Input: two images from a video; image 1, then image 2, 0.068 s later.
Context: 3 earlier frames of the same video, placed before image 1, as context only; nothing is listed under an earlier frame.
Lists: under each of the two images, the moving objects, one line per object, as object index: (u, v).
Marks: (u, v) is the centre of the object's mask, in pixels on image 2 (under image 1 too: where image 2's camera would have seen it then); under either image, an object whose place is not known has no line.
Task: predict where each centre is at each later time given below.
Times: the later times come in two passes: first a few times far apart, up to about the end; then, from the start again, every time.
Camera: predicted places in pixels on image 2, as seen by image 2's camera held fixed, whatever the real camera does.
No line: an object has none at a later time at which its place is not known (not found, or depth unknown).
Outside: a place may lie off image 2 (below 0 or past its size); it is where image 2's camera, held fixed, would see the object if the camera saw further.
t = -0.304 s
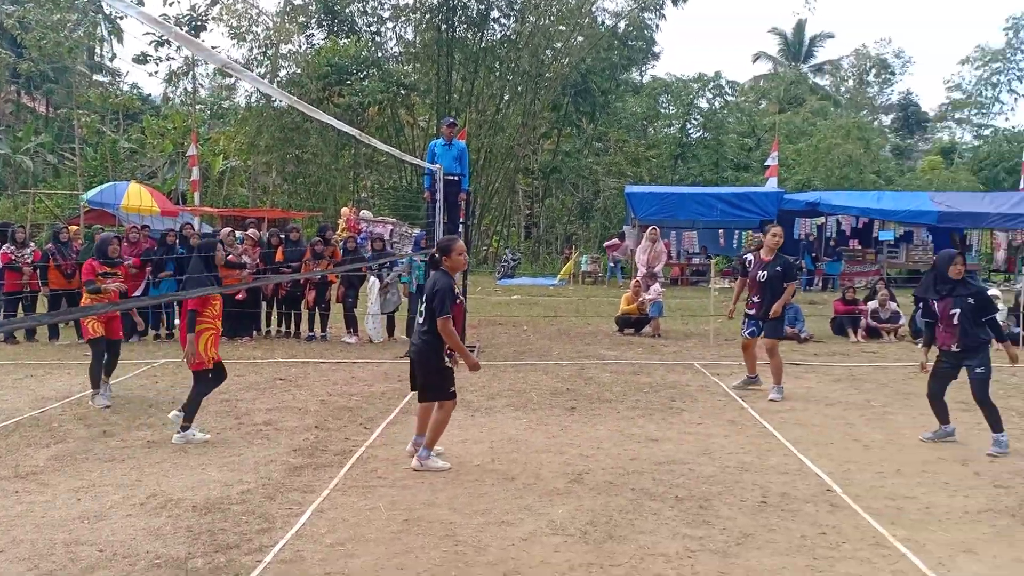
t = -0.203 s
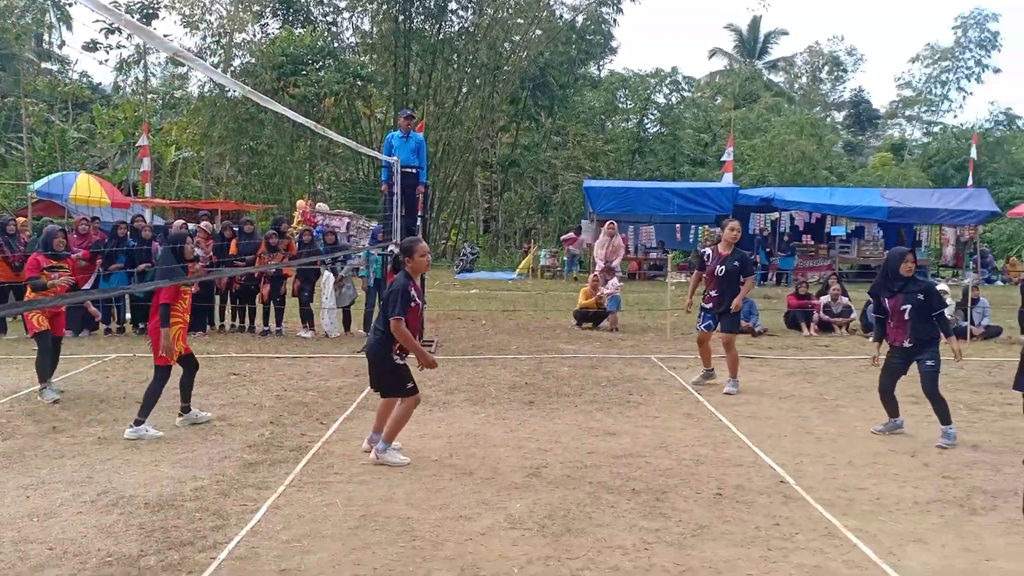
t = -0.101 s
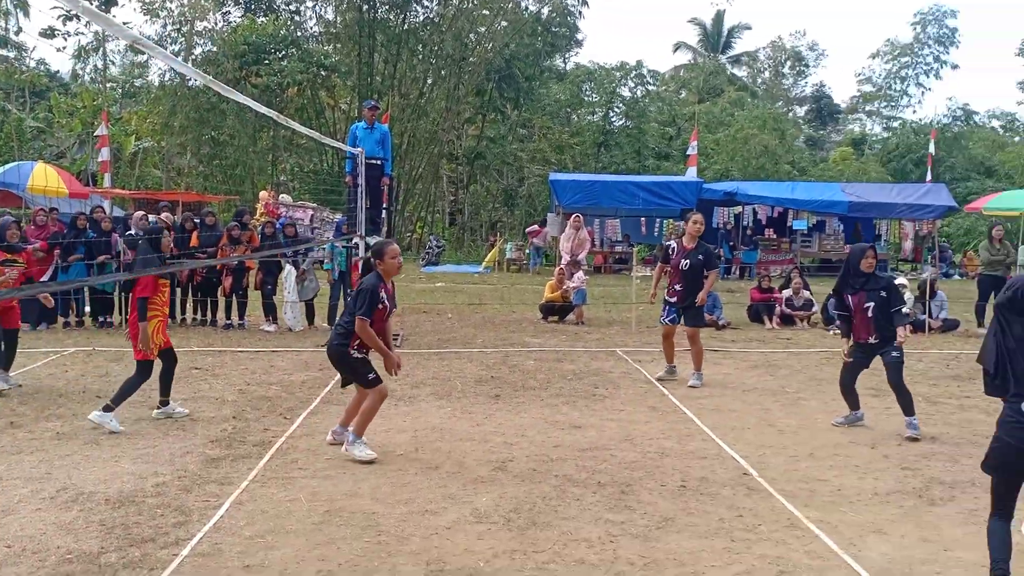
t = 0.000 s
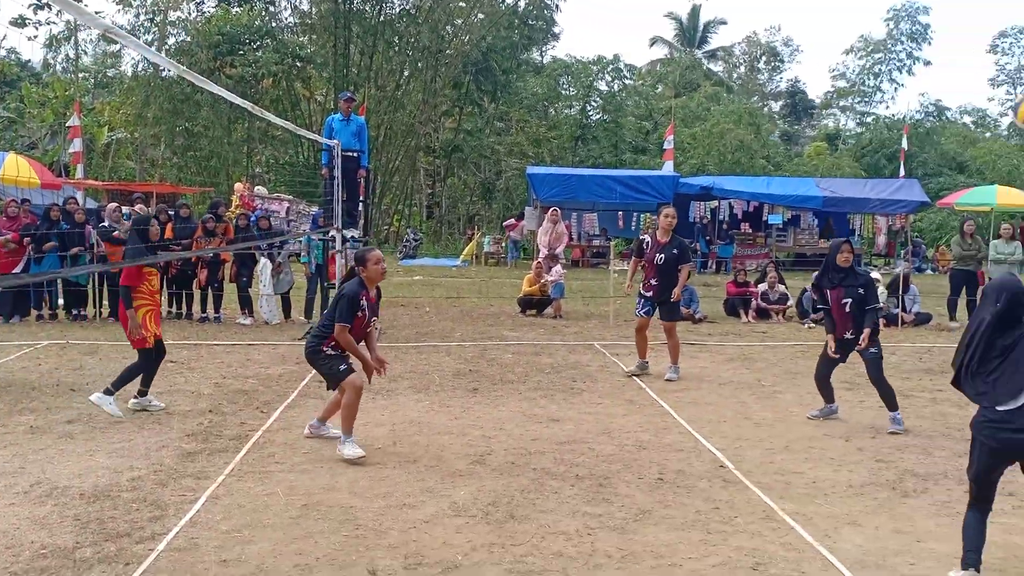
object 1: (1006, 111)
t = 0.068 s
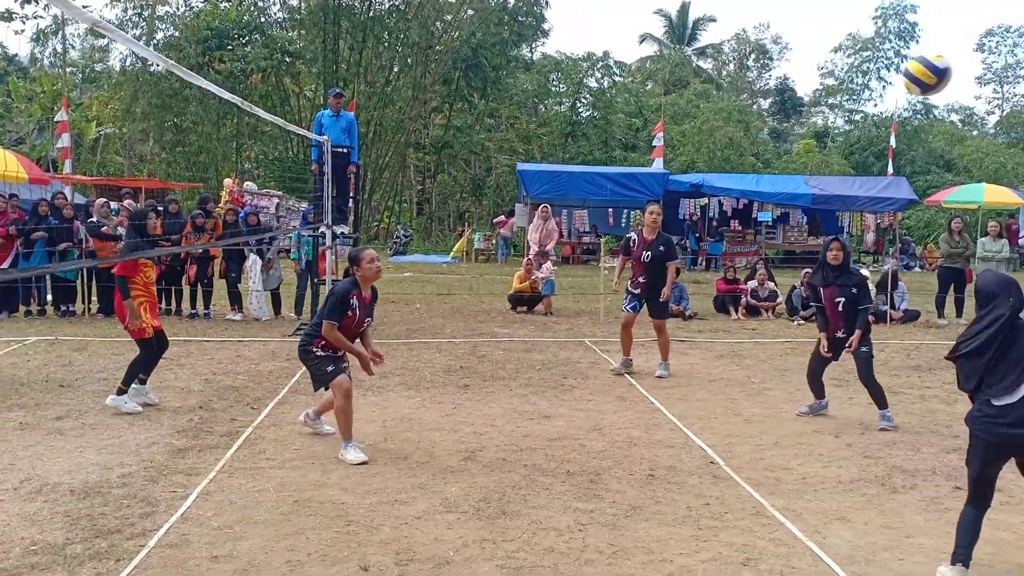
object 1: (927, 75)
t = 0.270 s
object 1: (652, 35)
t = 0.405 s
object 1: (486, 54)
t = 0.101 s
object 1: (879, 61)
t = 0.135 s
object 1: (832, 52)
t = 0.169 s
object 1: (785, 44)
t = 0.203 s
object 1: (740, 38)
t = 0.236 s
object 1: (695, 35)
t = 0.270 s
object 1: (652, 35)
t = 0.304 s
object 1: (609, 37)
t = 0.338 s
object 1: (567, 40)
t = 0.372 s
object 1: (526, 46)
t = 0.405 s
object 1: (486, 54)
